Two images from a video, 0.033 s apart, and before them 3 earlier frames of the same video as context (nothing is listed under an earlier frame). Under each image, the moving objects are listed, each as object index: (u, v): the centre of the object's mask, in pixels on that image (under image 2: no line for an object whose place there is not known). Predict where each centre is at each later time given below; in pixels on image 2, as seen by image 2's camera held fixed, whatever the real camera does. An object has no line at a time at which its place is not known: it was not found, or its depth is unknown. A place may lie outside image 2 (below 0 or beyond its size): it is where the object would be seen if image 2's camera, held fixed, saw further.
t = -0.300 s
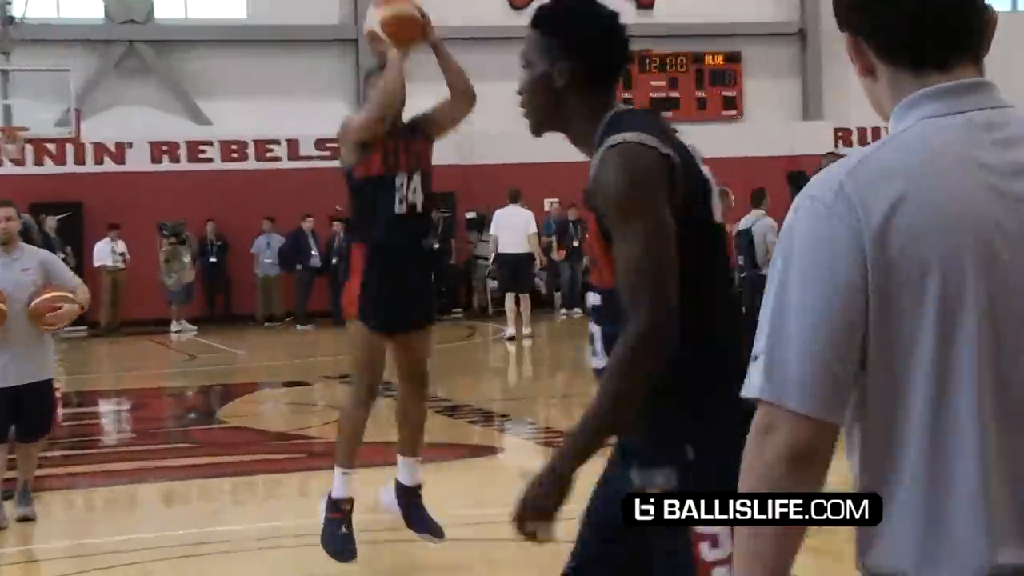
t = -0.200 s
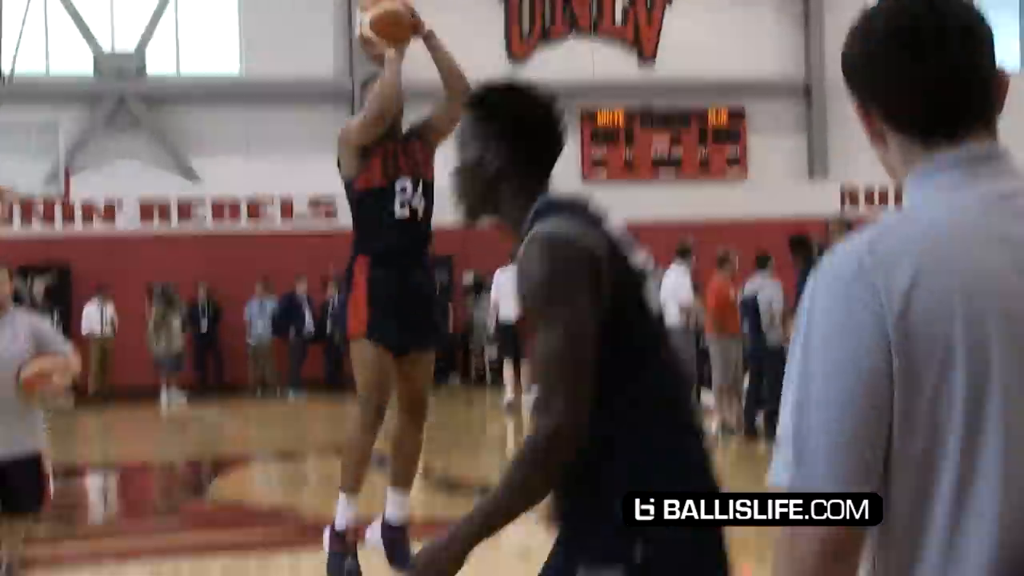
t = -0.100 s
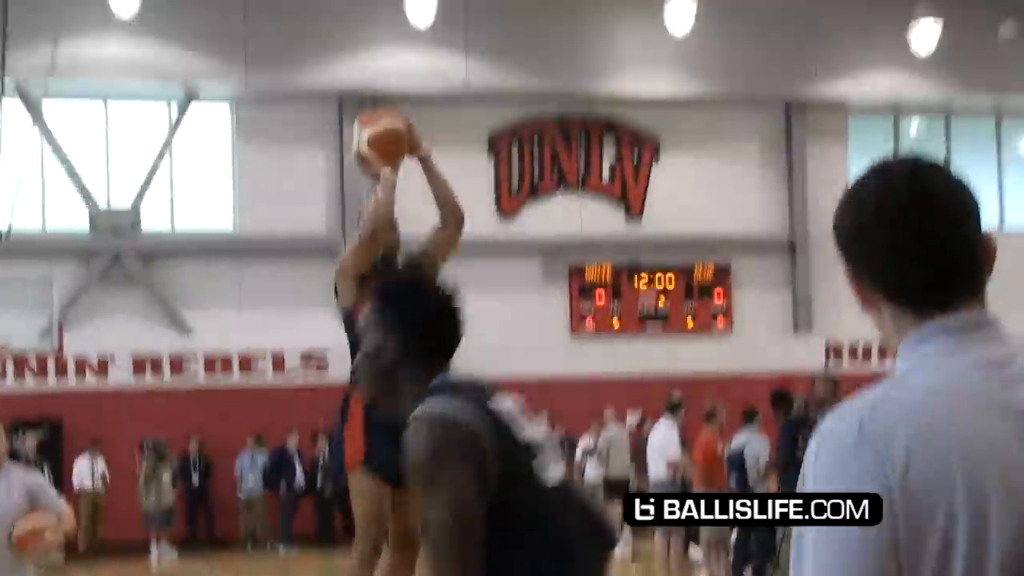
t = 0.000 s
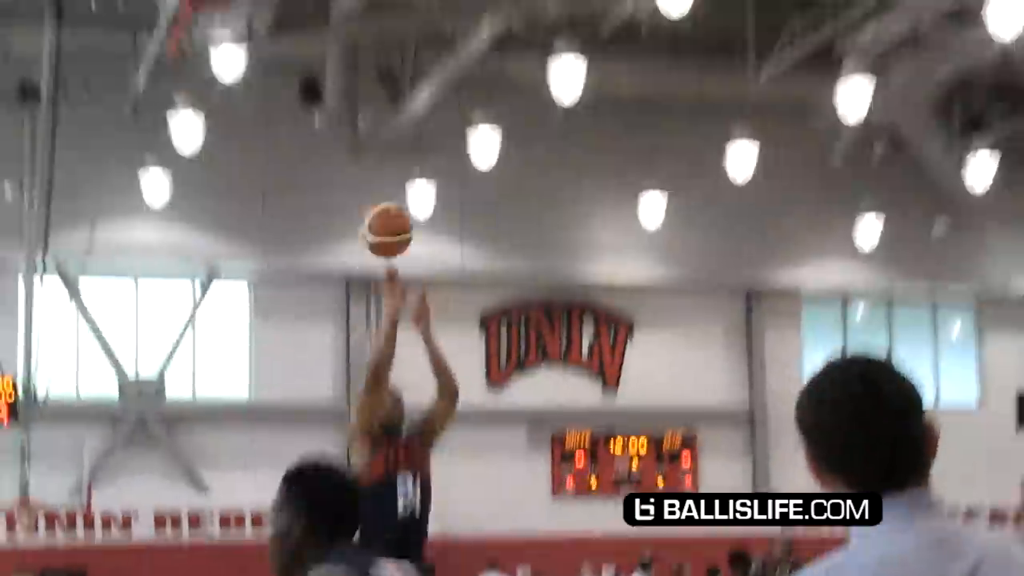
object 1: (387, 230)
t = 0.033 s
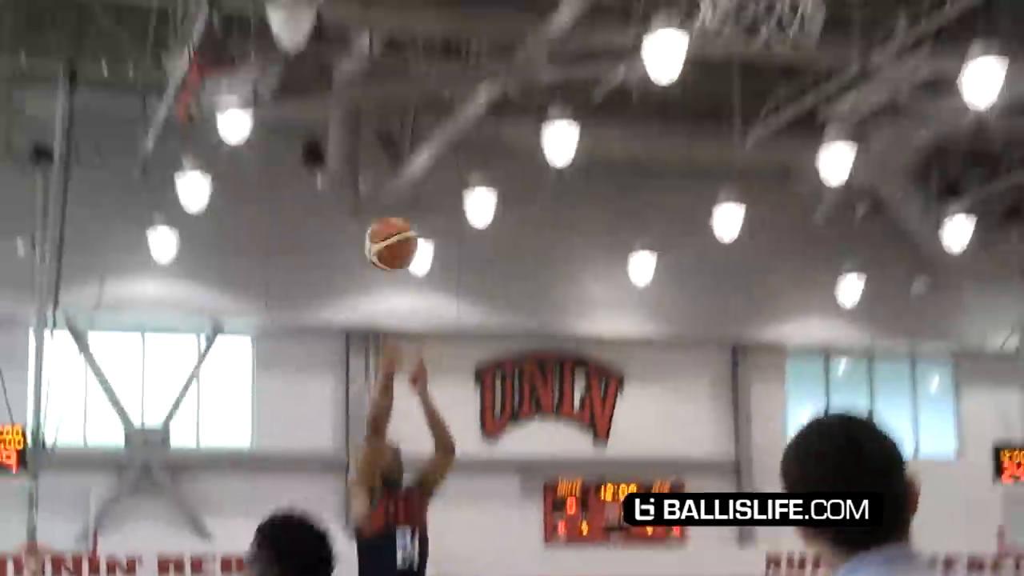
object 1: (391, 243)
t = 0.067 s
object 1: (395, 205)
